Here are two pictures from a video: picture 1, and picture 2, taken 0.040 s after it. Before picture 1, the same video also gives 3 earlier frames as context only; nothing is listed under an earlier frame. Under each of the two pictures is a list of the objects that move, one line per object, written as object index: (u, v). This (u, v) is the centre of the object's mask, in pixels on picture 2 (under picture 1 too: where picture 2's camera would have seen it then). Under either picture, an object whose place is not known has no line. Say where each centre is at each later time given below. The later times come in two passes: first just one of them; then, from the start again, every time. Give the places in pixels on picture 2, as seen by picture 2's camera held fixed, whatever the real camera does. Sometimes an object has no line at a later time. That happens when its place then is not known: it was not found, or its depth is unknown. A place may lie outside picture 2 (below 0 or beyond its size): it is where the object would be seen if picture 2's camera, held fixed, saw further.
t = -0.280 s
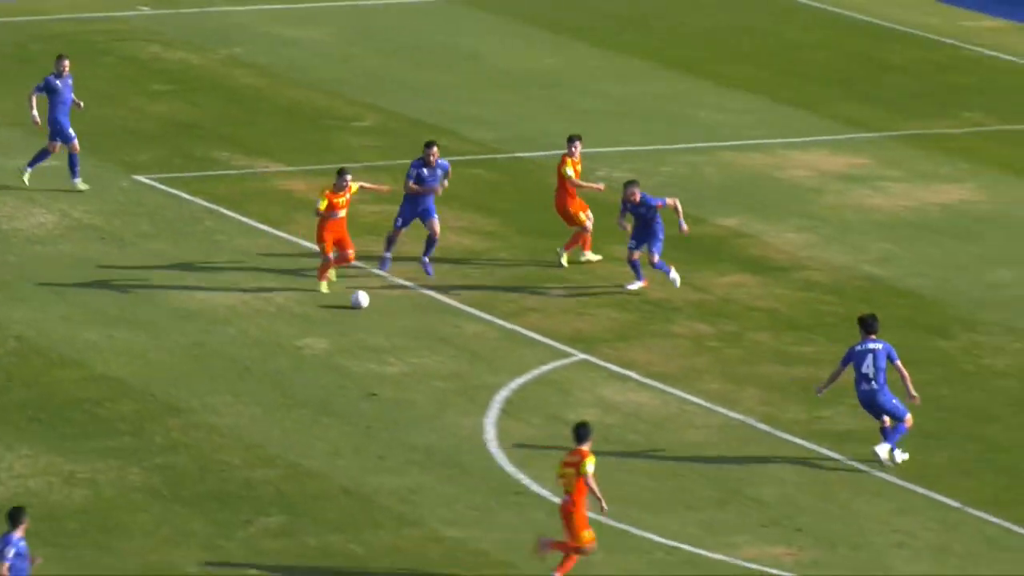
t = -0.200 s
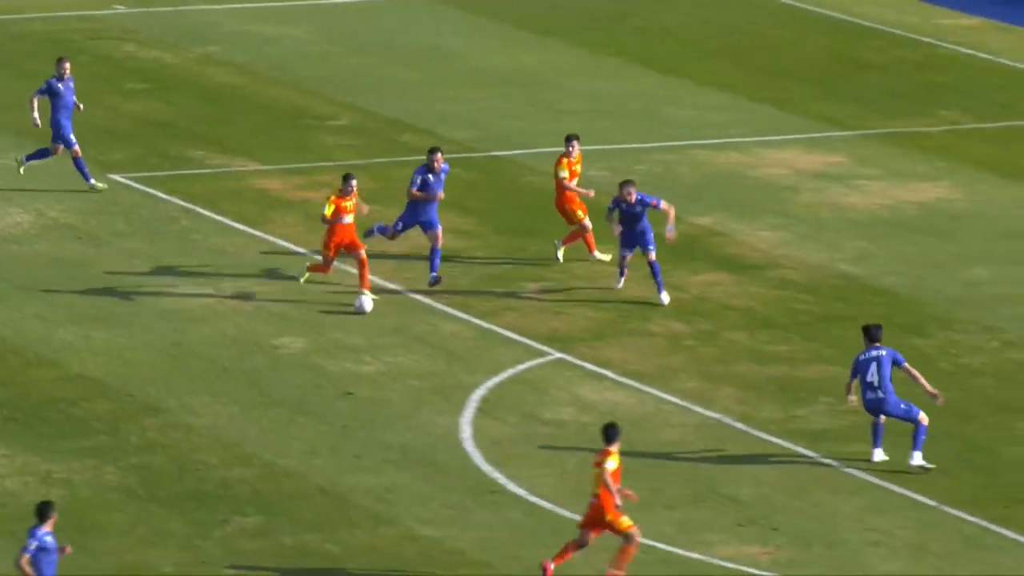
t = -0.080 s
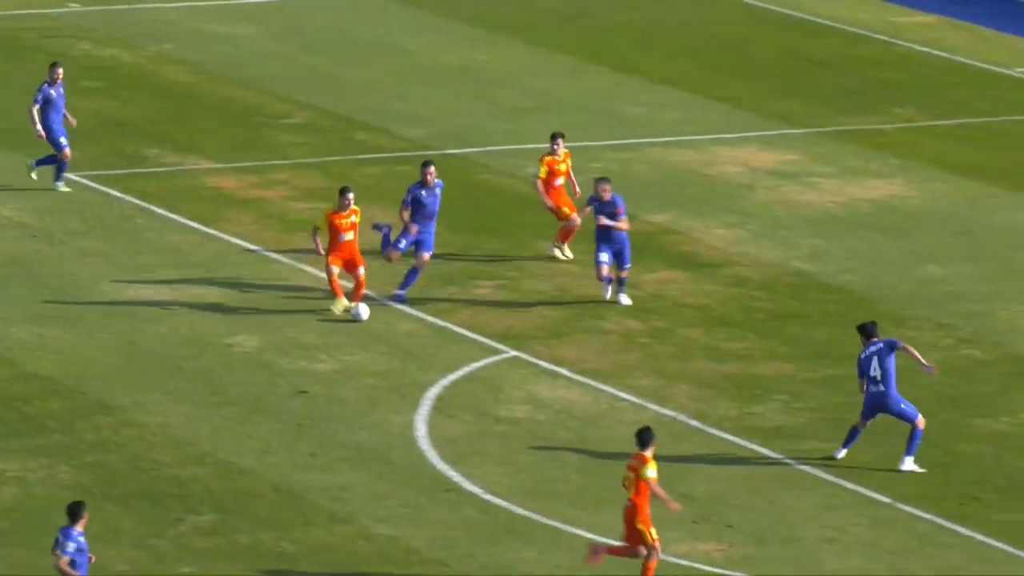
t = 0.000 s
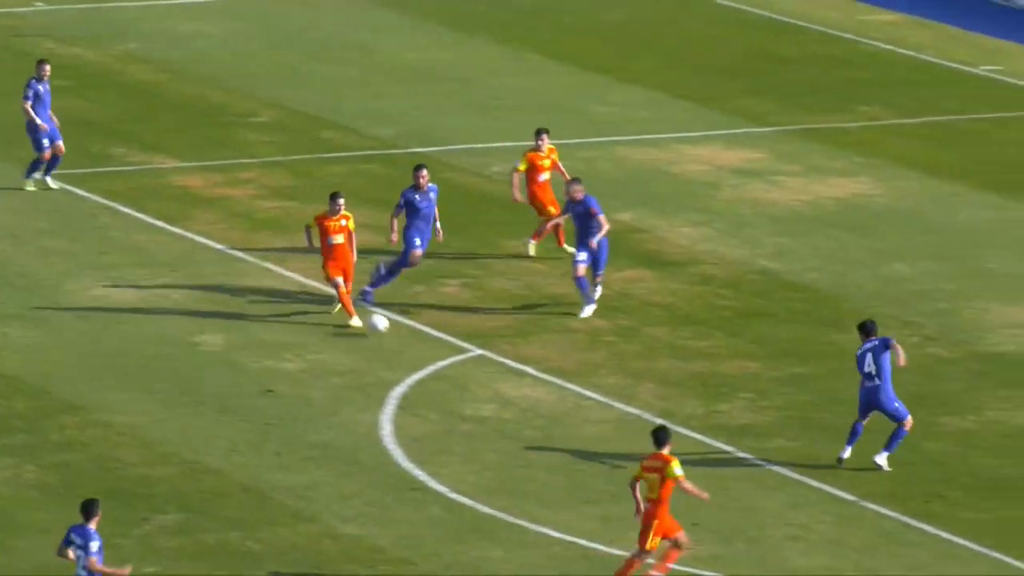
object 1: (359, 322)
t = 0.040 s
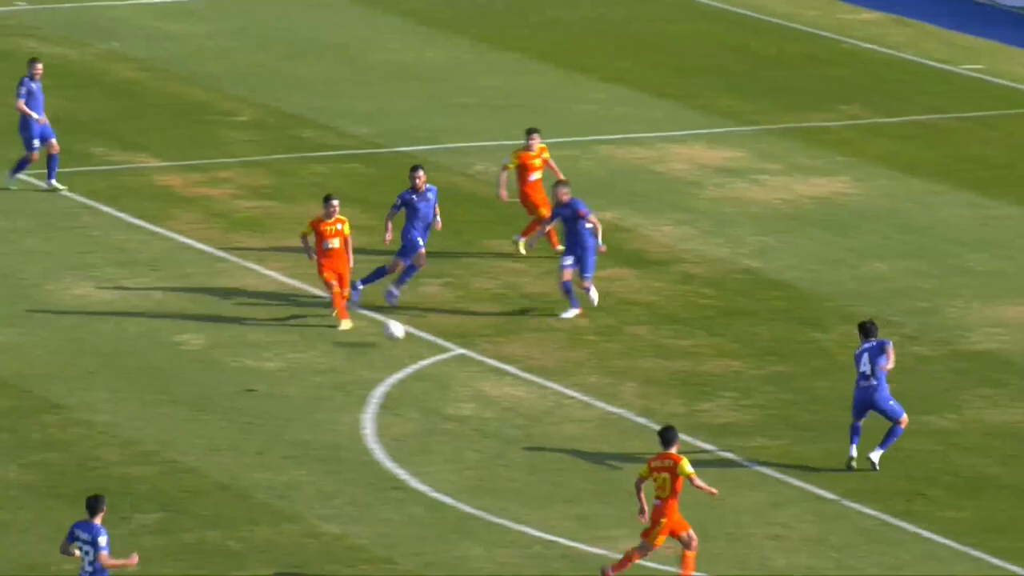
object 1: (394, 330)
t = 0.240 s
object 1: (570, 389)
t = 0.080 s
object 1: (428, 339)
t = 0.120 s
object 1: (463, 350)
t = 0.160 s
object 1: (500, 363)
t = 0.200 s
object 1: (537, 378)
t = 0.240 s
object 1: (570, 389)
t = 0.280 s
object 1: (603, 398)
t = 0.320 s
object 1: (637, 406)
